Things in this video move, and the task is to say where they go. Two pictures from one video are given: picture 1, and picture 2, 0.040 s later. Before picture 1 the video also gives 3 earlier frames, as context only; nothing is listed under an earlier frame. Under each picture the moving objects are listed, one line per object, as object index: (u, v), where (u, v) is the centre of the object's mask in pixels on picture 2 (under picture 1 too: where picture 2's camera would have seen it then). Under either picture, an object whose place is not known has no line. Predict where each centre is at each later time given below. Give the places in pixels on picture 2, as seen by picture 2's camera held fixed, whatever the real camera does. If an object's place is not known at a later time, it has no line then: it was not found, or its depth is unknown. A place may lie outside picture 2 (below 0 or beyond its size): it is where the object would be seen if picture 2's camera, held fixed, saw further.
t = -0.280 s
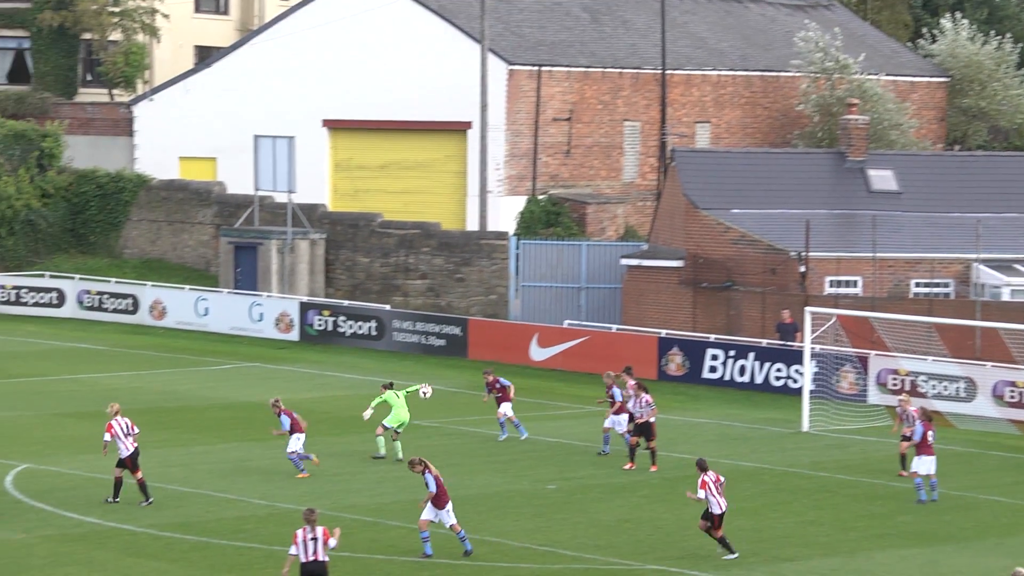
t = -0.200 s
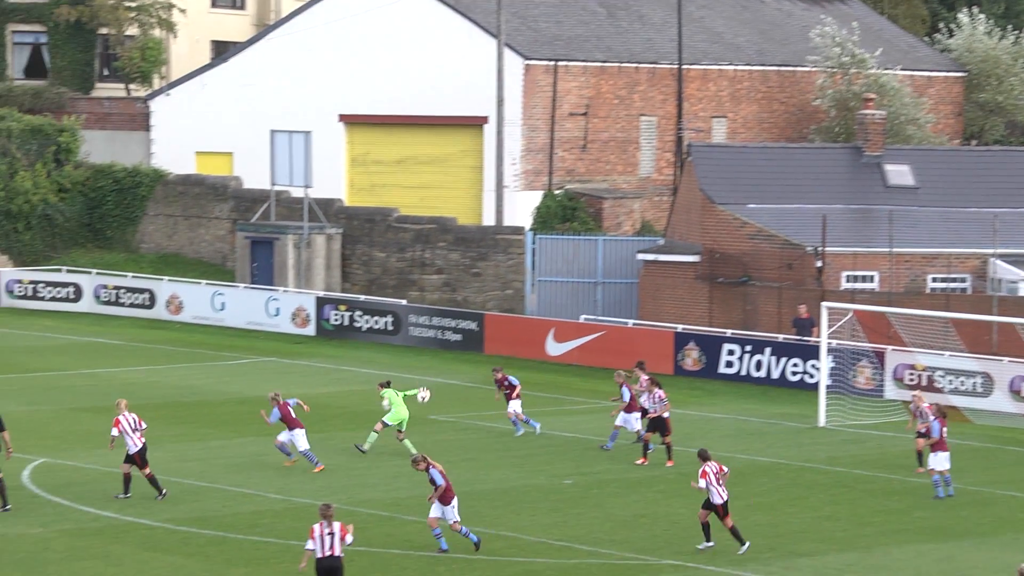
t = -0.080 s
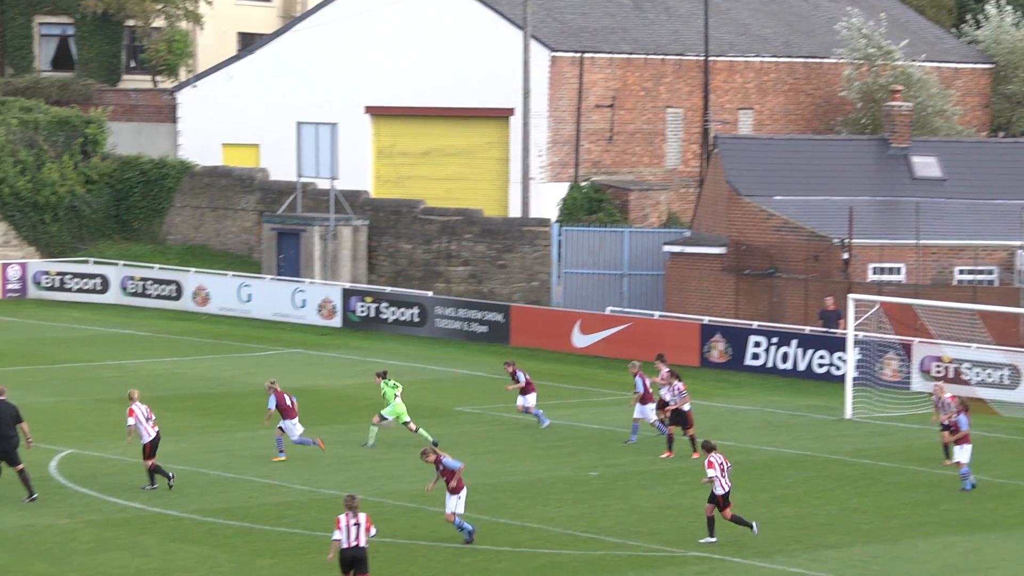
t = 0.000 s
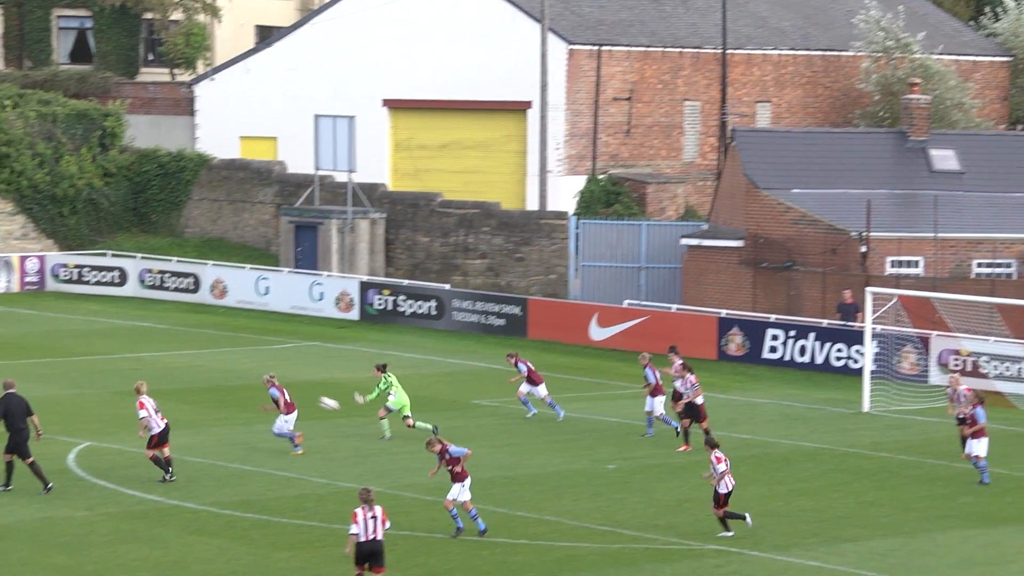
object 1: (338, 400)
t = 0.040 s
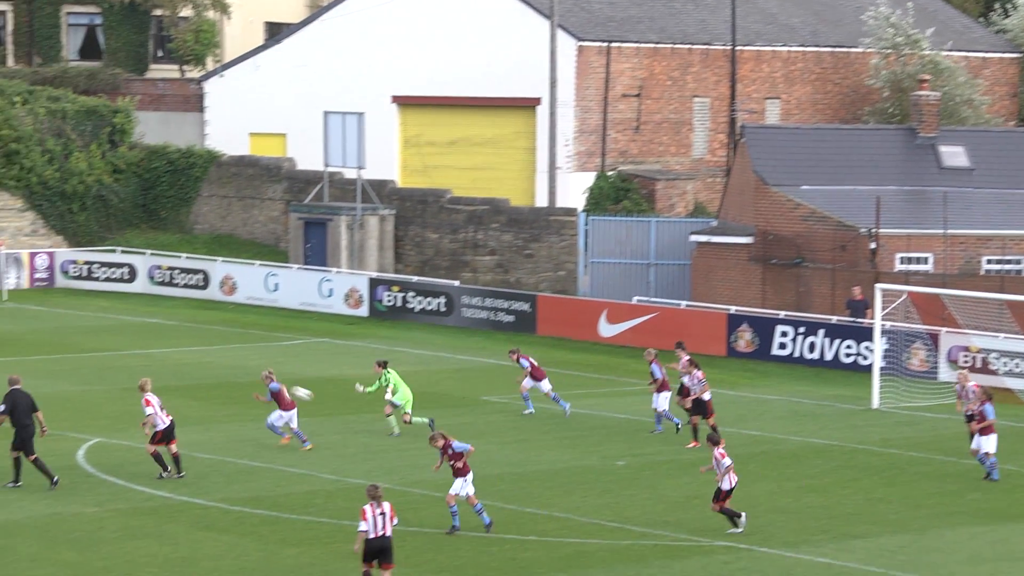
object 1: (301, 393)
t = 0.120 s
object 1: (229, 383)
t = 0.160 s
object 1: (192, 380)
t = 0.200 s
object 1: (155, 378)
